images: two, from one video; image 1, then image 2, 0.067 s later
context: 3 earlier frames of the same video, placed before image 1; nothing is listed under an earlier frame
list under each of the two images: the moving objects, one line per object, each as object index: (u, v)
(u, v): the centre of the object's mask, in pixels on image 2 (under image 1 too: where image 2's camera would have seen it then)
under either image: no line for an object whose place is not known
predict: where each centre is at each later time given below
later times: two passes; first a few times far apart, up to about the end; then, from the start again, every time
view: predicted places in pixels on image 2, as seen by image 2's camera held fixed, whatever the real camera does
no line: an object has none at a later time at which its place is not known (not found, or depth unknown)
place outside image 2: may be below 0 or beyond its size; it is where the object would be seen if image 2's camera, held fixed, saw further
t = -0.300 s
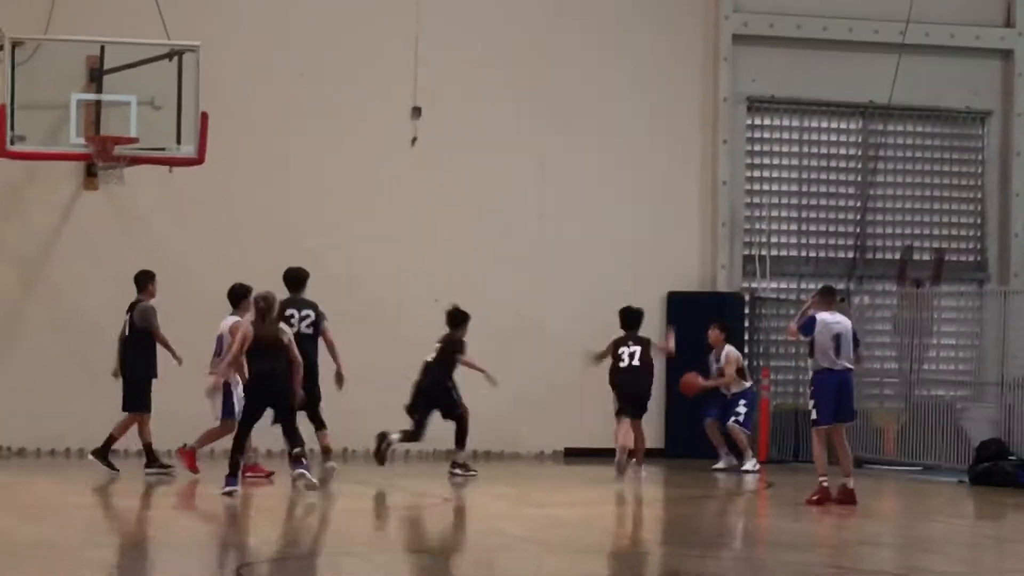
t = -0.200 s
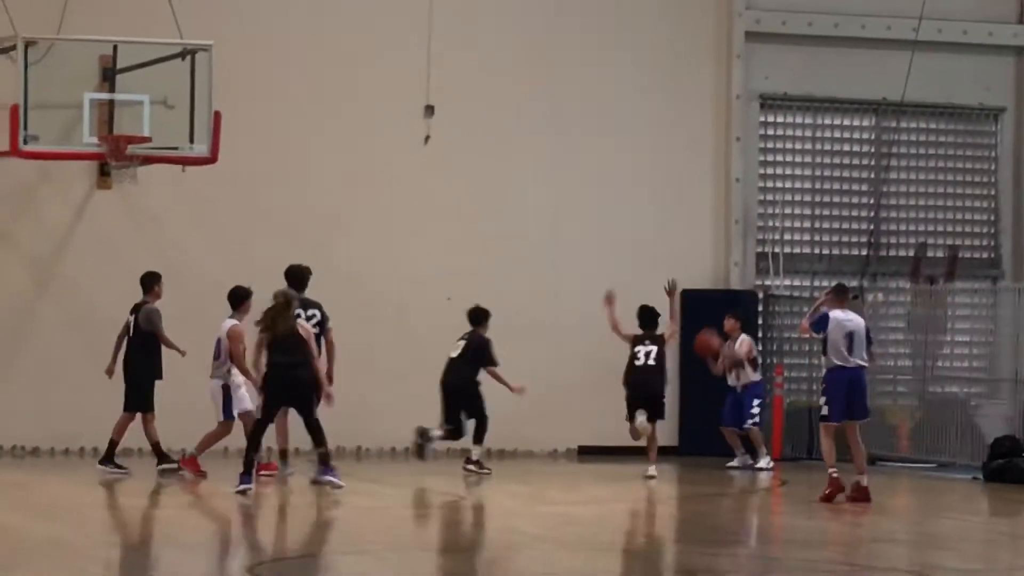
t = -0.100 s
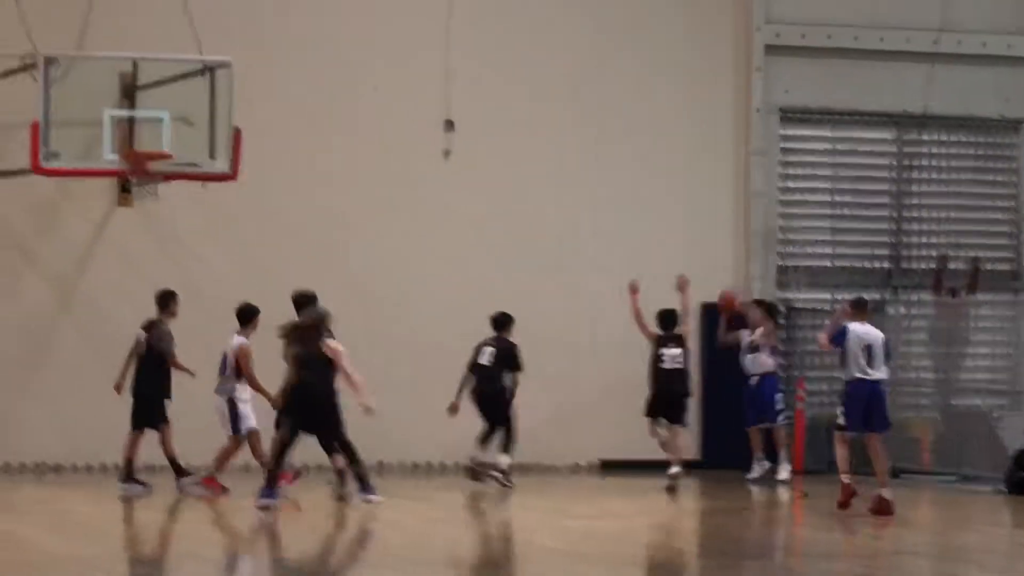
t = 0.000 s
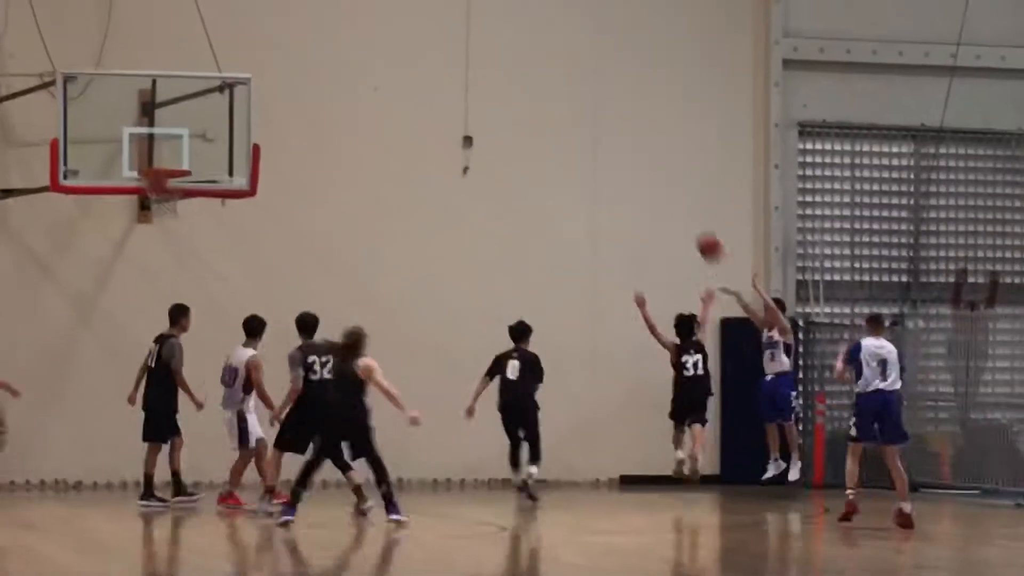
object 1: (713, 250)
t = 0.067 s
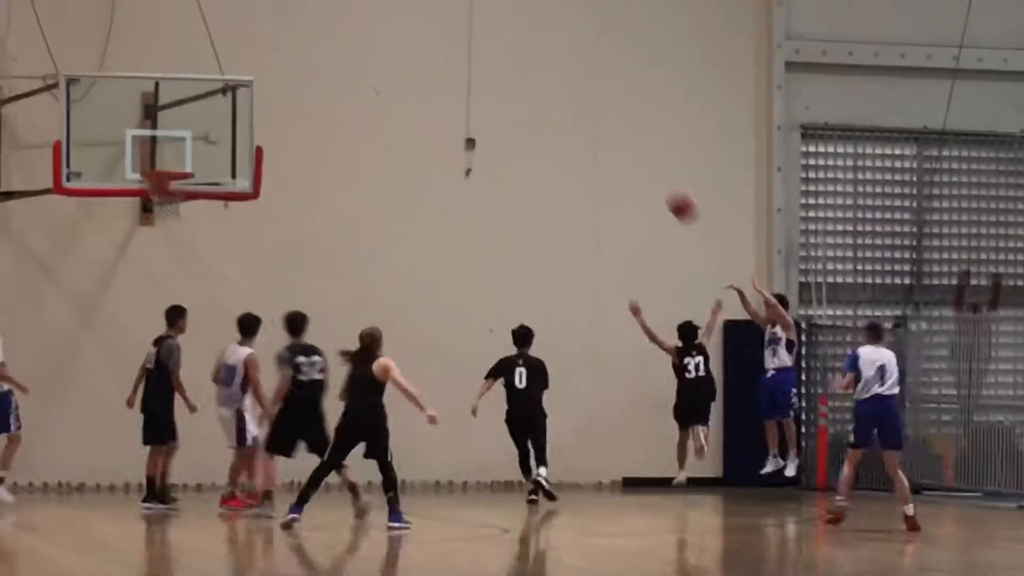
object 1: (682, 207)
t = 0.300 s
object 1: (574, 93)
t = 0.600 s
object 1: (433, 25)
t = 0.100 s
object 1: (666, 187)
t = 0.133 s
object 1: (651, 169)
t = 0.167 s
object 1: (635, 152)
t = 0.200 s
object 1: (620, 135)
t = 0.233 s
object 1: (605, 120)
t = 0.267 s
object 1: (590, 106)
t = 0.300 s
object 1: (574, 93)
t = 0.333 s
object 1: (558, 81)
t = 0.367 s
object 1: (542, 70)
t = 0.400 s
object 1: (527, 61)
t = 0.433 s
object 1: (512, 52)
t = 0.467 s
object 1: (496, 44)
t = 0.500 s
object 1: (480, 38)
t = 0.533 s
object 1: (464, 32)
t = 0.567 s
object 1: (449, 28)
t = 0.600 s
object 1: (433, 25)
